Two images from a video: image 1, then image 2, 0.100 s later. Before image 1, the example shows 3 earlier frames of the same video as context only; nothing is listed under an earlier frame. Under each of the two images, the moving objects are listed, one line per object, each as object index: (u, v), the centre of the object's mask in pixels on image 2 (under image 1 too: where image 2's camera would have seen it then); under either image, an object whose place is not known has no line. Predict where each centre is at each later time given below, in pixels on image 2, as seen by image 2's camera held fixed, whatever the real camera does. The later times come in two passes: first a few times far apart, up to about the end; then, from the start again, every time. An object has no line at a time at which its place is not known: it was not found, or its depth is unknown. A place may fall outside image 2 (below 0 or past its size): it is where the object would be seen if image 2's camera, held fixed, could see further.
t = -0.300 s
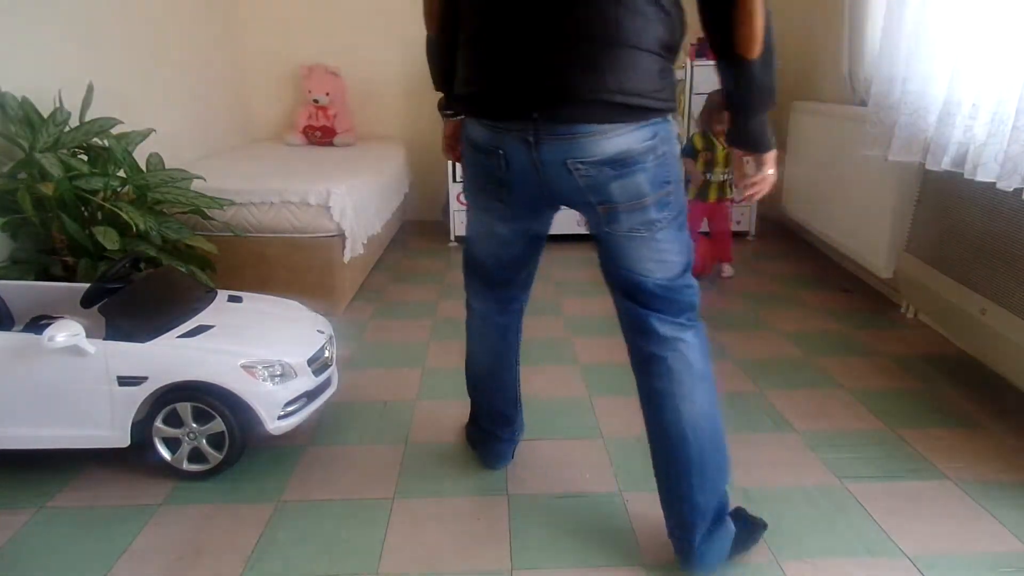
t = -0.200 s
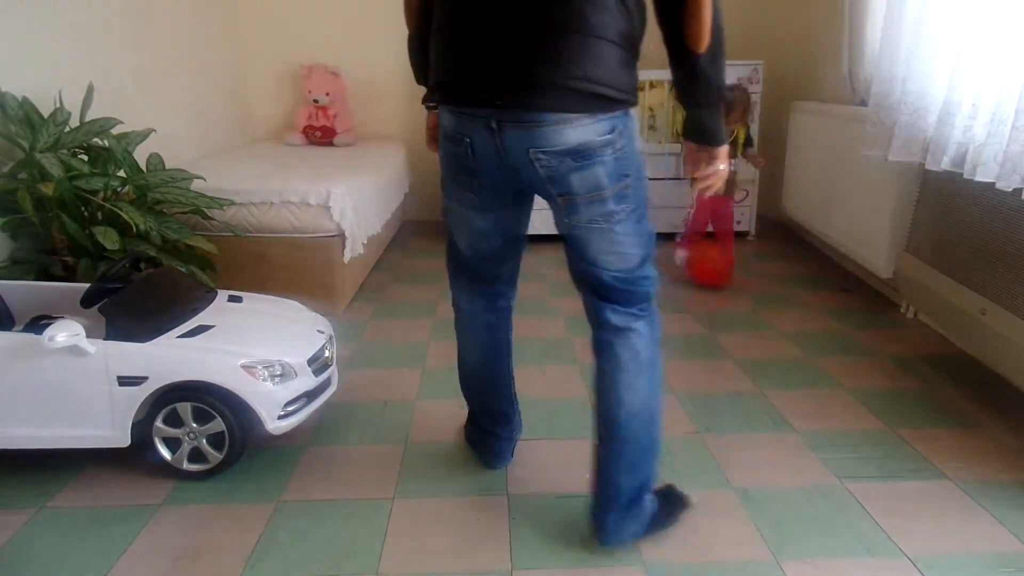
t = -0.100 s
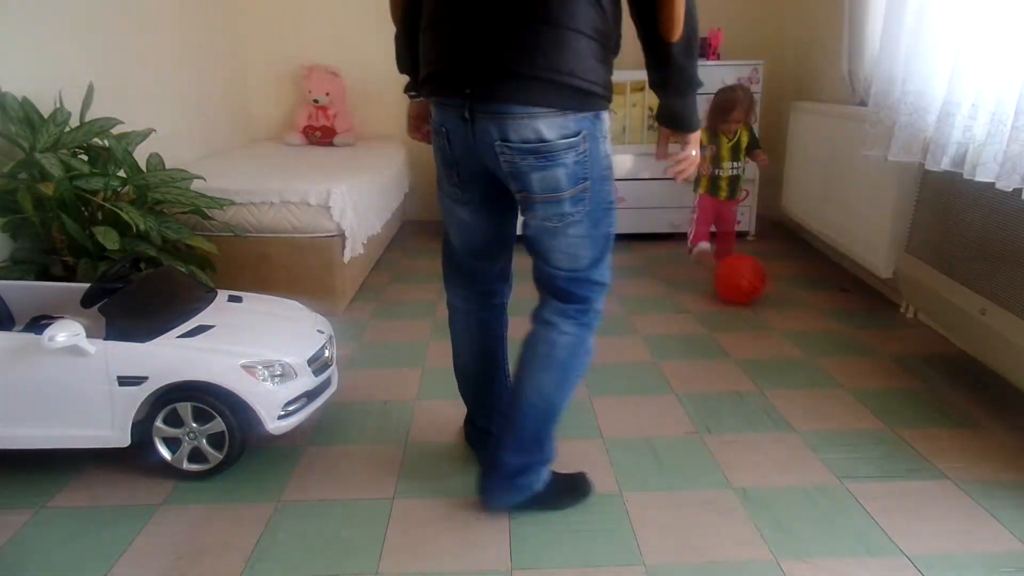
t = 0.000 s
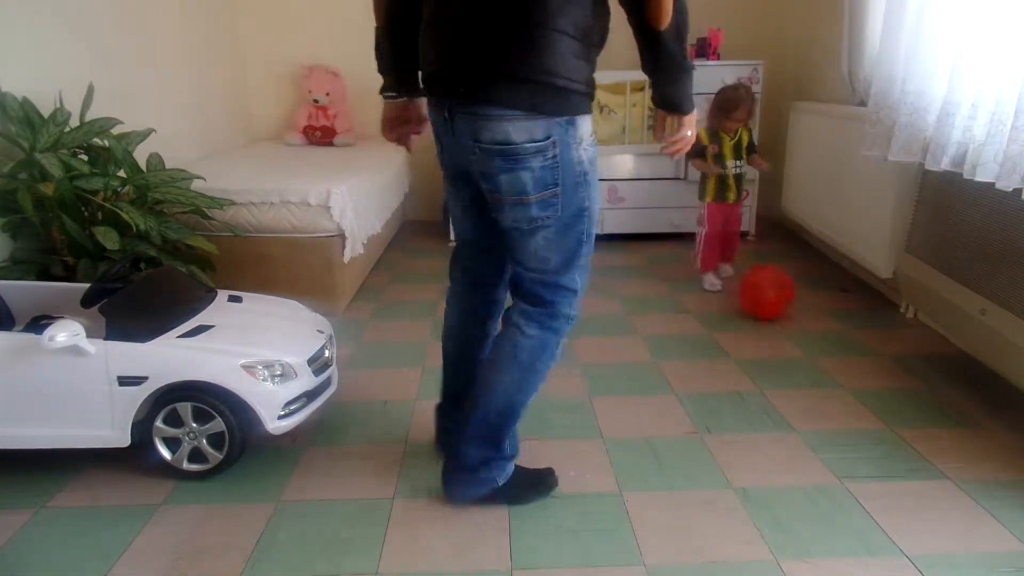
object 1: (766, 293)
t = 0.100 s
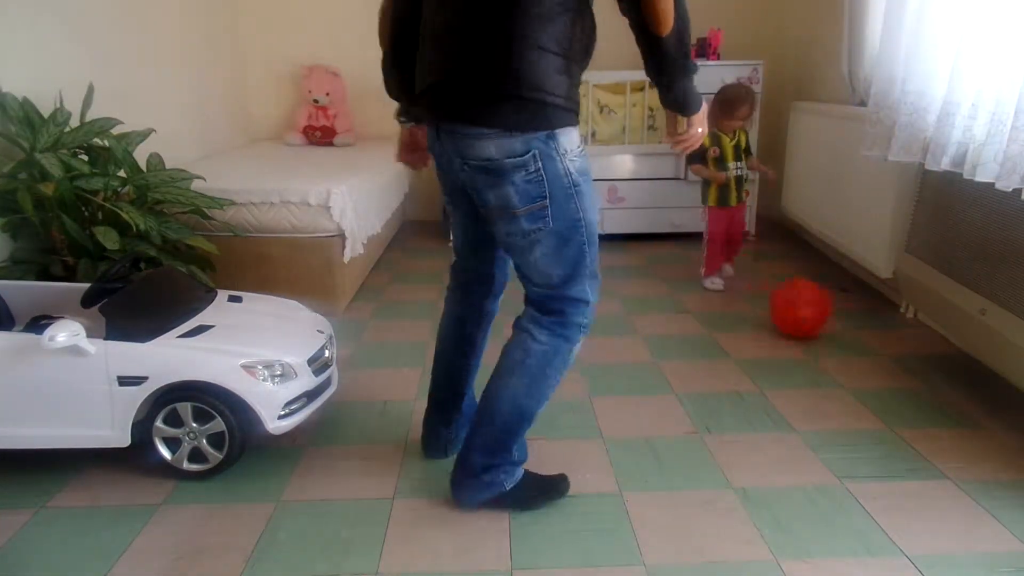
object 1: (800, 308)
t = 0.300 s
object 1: (877, 344)
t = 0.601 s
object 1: (948, 385)
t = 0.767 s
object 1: (963, 403)
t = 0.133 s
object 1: (812, 313)
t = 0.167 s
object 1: (825, 319)
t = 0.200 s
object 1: (836, 324)
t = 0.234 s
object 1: (850, 331)
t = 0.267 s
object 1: (862, 337)
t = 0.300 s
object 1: (877, 344)
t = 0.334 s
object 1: (894, 351)
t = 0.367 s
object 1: (913, 360)
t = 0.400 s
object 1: (931, 368)
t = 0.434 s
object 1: (939, 373)
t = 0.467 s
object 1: (941, 375)
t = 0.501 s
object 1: (942, 377)
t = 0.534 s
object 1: (944, 378)
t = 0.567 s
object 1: (946, 382)
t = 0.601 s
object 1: (948, 385)
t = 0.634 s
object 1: (952, 388)
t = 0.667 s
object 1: (953, 391)
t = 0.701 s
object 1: (956, 394)
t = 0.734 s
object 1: (959, 399)
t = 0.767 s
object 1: (963, 403)
